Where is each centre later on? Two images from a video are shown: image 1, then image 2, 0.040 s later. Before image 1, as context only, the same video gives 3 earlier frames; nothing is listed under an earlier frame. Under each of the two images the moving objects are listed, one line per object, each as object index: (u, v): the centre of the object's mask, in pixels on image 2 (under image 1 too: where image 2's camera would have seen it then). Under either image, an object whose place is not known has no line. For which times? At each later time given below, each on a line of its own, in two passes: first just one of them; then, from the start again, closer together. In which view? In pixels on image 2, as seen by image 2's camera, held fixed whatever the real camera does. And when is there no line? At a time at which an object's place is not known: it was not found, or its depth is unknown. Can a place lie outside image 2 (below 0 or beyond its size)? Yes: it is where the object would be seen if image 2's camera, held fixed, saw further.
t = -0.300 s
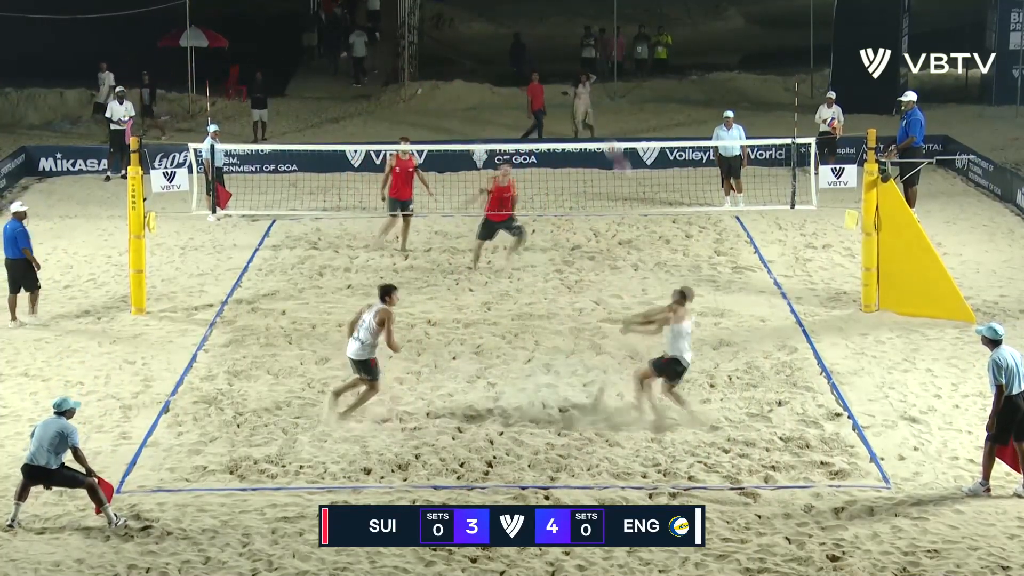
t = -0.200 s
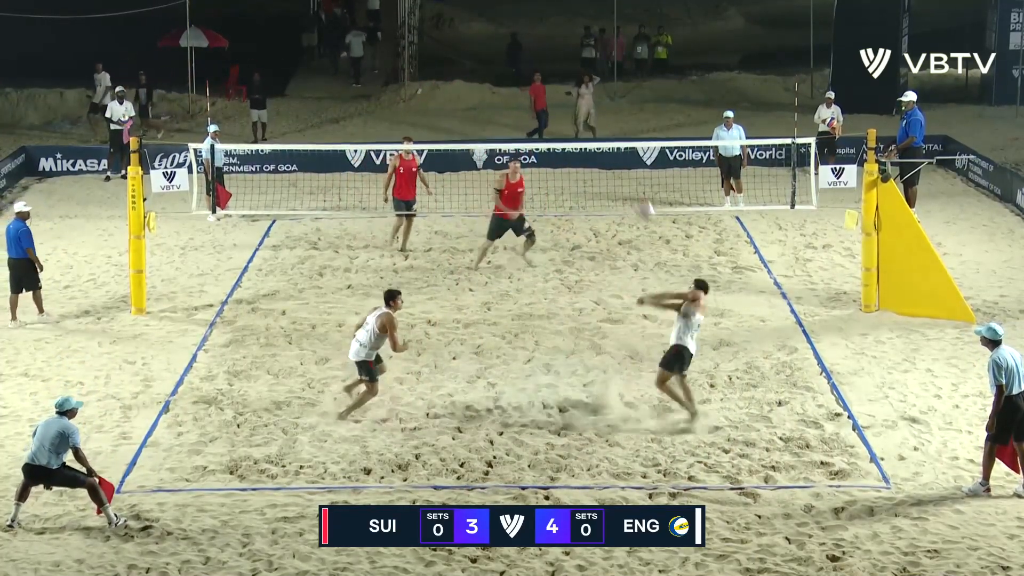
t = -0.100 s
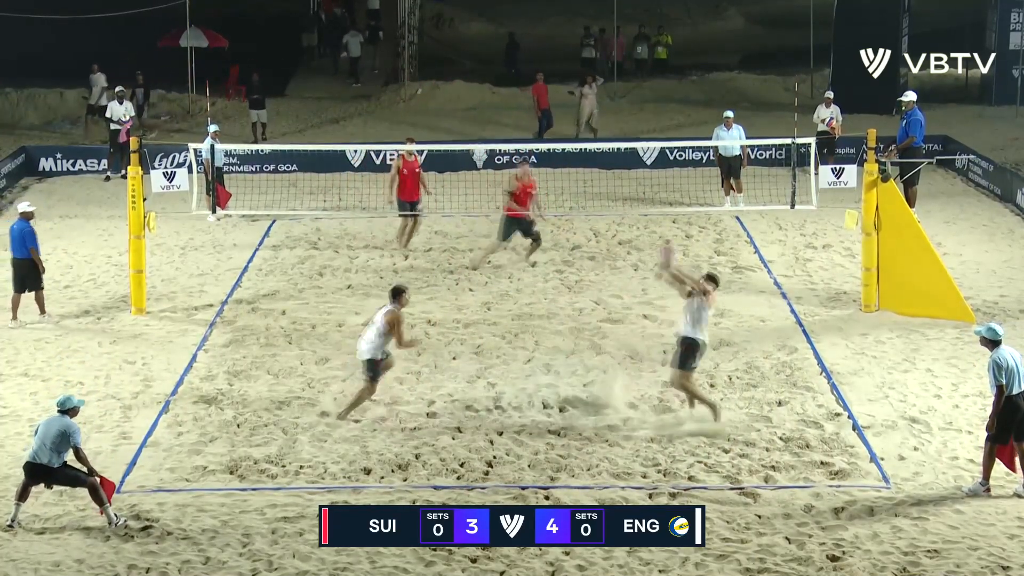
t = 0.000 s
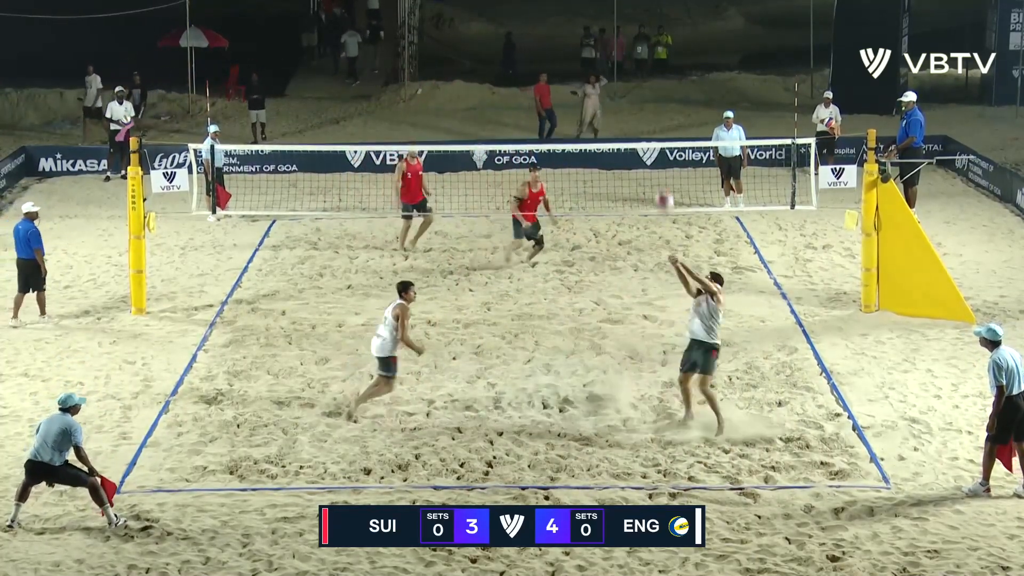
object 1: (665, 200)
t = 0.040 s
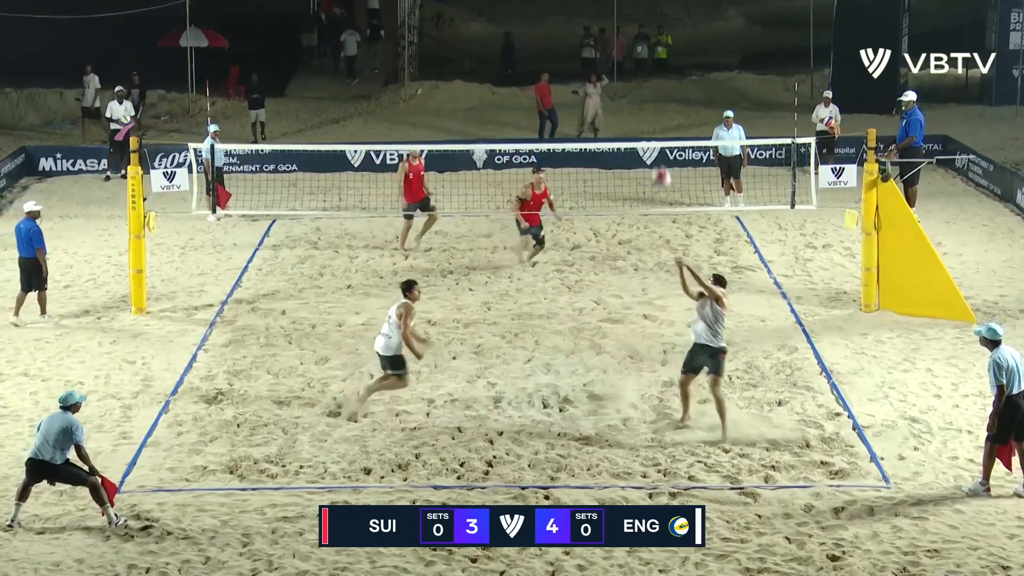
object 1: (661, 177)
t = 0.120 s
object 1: (654, 136)
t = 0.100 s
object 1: (659, 146)
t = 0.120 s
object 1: (654, 136)
